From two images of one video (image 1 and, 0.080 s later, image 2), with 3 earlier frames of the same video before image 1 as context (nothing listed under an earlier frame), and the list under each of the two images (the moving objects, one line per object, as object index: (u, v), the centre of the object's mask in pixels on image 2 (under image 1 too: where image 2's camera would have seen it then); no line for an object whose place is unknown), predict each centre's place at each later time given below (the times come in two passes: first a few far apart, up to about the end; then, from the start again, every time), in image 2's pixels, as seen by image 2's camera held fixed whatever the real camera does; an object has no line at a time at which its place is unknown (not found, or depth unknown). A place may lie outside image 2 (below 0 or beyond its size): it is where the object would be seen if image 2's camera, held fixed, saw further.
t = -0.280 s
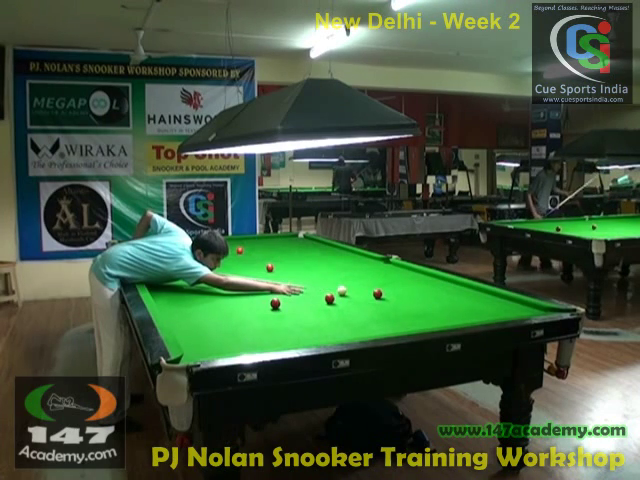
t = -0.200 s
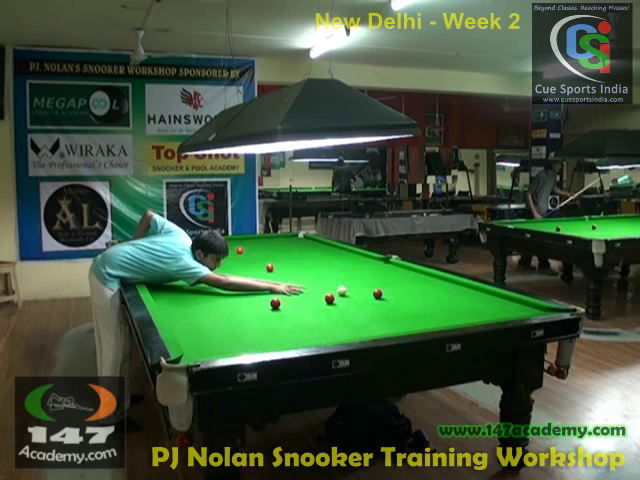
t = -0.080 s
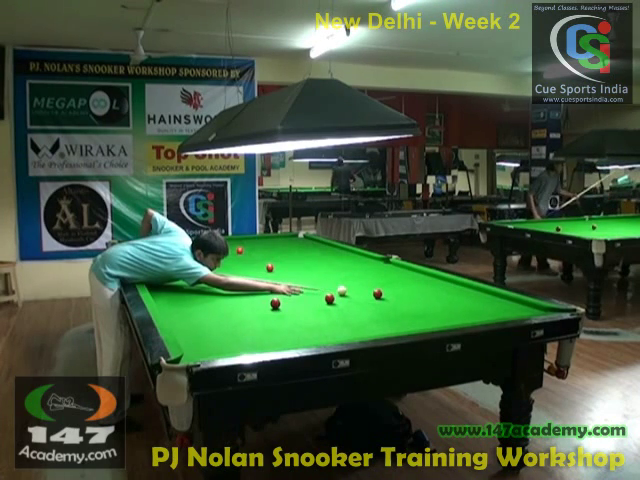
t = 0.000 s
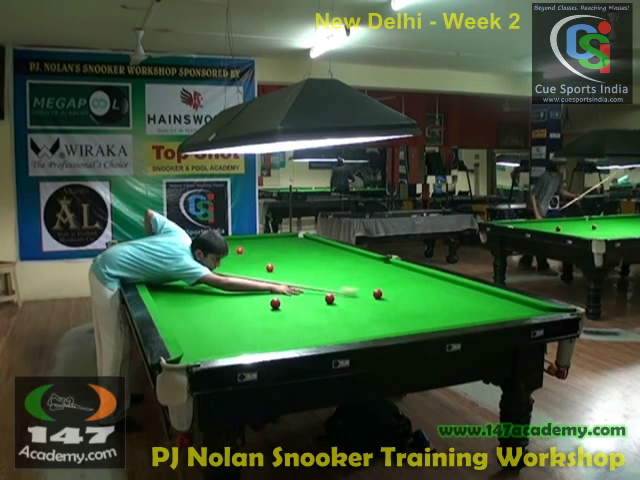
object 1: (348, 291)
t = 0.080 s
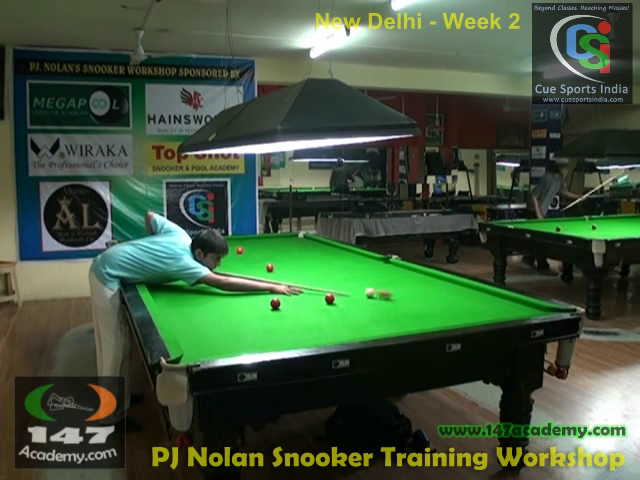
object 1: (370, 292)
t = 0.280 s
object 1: (367, 290)
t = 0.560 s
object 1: (361, 288)
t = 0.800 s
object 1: (357, 286)
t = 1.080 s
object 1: (353, 285)
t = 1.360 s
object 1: (348, 283)
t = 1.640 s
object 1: (345, 282)
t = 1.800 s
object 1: (344, 281)
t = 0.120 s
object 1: (370, 292)
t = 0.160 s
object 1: (370, 291)
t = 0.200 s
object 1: (369, 291)
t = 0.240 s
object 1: (368, 290)
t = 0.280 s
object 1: (367, 290)
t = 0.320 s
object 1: (366, 290)
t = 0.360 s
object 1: (365, 290)
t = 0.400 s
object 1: (364, 290)
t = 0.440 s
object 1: (364, 289)
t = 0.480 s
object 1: (363, 289)
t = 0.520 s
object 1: (362, 288)
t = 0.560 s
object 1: (361, 288)
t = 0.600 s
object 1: (360, 288)
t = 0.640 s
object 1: (360, 288)
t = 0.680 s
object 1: (359, 287)
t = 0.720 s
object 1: (358, 287)
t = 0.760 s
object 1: (358, 286)
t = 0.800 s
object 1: (357, 286)
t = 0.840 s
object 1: (356, 286)
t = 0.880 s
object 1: (355, 286)
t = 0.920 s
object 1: (355, 286)
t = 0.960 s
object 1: (354, 286)
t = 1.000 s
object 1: (354, 285)
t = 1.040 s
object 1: (353, 285)
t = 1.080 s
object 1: (353, 285)
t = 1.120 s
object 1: (352, 284)
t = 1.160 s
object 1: (351, 284)
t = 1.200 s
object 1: (351, 284)
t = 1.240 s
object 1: (350, 284)
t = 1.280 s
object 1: (349, 284)
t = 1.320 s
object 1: (349, 284)
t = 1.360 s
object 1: (348, 283)
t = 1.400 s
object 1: (348, 283)
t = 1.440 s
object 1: (348, 283)
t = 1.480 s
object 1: (347, 283)
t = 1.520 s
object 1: (347, 282)
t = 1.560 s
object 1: (347, 282)
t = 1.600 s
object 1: (346, 282)
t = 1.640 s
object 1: (345, 282)
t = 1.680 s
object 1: (345, 282)
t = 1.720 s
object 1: (345, 282)
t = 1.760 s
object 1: (345, 281)
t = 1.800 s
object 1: (344, 281)
